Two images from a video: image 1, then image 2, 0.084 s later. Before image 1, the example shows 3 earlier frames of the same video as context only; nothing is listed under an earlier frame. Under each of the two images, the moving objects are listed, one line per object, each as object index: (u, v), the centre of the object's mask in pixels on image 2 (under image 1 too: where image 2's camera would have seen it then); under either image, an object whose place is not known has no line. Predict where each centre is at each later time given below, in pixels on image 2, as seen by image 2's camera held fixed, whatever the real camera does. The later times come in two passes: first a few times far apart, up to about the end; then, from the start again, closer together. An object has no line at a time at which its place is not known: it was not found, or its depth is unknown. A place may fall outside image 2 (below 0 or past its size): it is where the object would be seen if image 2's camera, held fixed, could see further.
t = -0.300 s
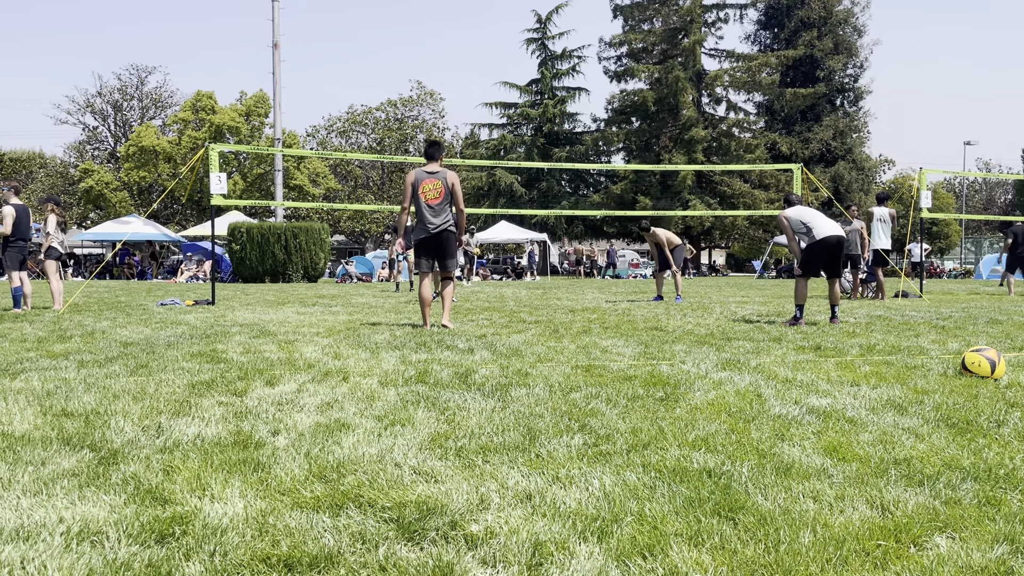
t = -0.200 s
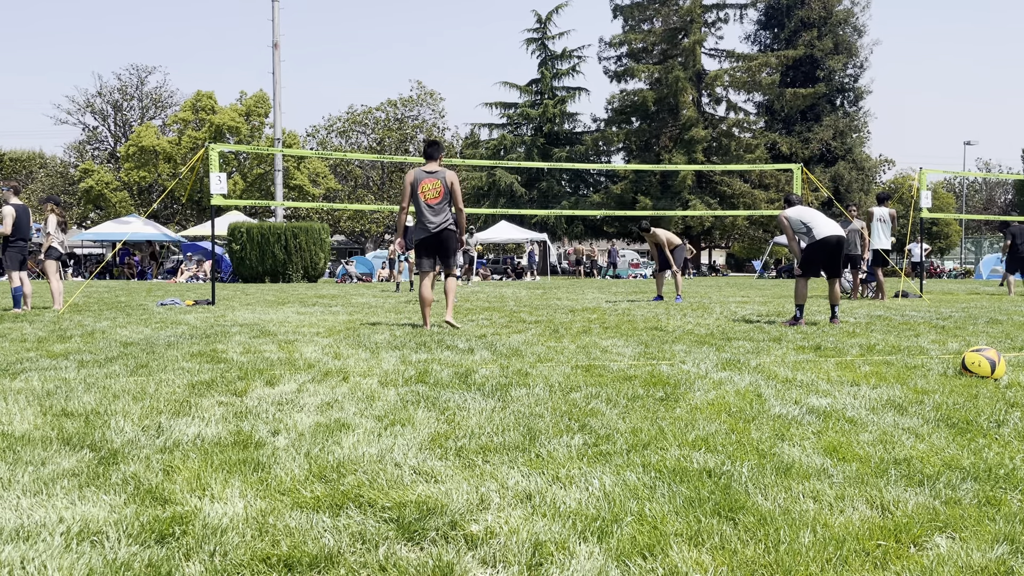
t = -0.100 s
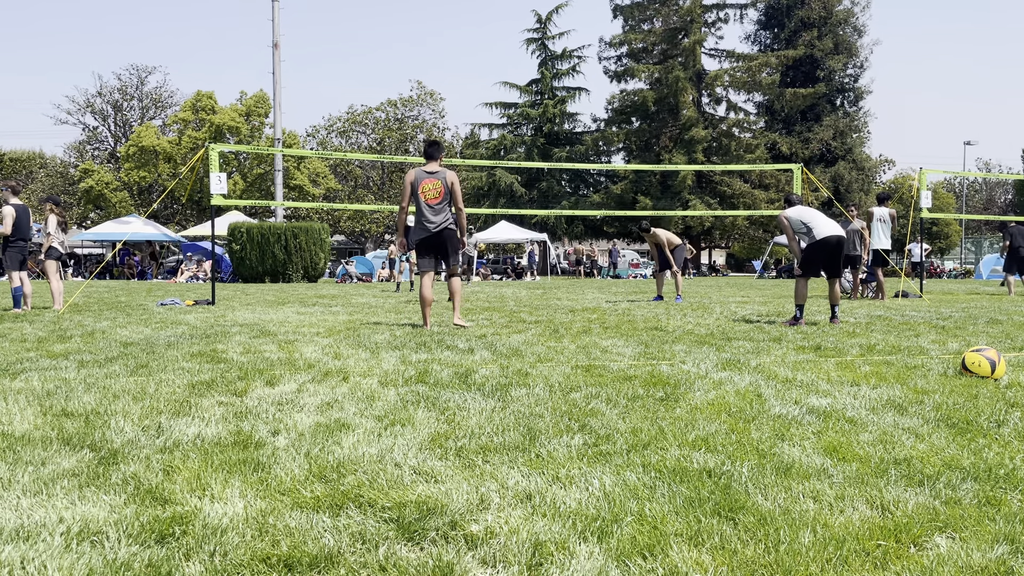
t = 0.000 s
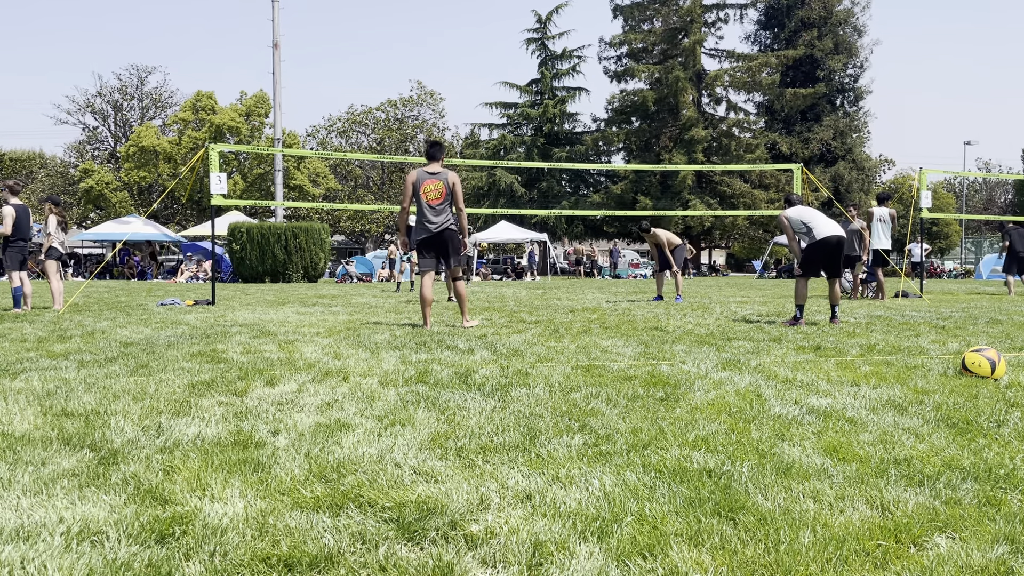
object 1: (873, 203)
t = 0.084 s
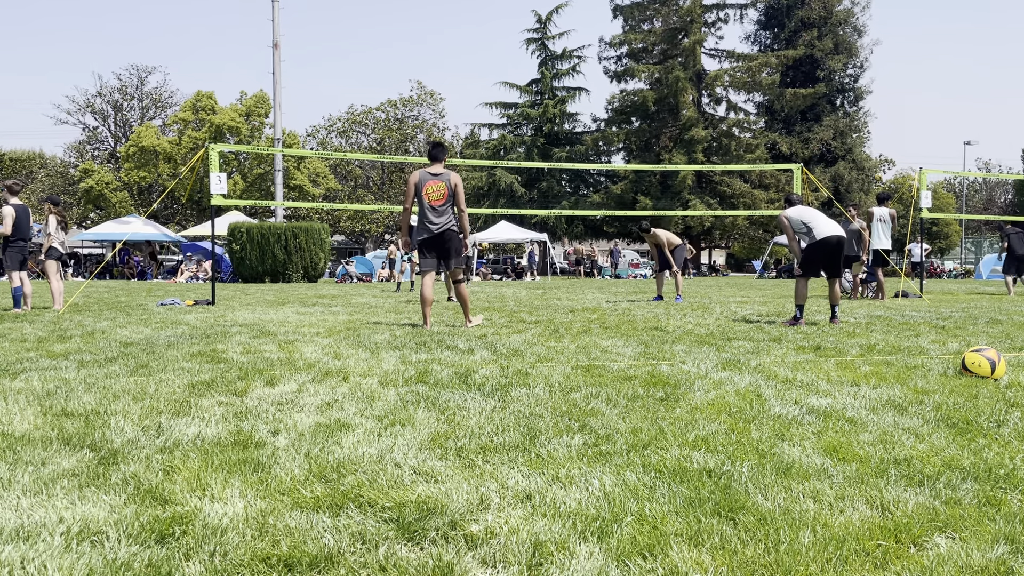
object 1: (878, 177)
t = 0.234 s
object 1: (889, 135)
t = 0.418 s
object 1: (901, 95)
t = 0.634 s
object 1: (914, 66)
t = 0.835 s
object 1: (926, 55)
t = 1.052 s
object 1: (939, 61)
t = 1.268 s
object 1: (952, 86)
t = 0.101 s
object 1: (879, 172)
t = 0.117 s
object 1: (881, 166)
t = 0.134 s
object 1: (883, 162)
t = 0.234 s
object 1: (889, 135)
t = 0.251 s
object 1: (890, 131)
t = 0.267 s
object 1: (891, 127)
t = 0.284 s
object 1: (892, 123)
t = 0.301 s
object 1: (893, 119)
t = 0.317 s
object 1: (894, 115)
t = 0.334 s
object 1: (896, 112)
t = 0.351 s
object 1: (897, 108)
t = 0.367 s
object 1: (898, 105)
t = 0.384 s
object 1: (899, 102)
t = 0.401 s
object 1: (900, 98)
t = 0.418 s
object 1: (901, 95)
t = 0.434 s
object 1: (902, 93)
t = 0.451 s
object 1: (903, 90)
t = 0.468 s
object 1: (904, 87)
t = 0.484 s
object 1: (905, 84)
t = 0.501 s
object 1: (906, 82)
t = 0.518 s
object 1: (907, 79)
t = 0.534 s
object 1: (908, 77)
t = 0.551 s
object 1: (909, 75)
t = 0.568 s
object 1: (910, 73)
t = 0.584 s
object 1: (911, 72)
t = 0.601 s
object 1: (912, 70)
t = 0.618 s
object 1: (913, 68)
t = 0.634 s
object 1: (914, 66)
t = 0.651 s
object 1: (916, 64)
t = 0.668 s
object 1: (917, 63)
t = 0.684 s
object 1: (917, 62)
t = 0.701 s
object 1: (918, 61)
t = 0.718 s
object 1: (920, 60)
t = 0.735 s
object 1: (920, 59)
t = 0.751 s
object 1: (921, 58)
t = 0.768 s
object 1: (922, 57)
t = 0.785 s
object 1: (923, 57)
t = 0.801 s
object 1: (924, 56)
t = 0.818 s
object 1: (925, 56)
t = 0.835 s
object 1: (926, 55)
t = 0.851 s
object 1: (927, 55)
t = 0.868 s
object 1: (928, 55)
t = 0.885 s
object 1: (929, 55)
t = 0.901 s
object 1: (930, 55)
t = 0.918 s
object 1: (931, 56)
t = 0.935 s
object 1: (932, 56)
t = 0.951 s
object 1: (933, 56)
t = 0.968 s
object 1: (934, 57)
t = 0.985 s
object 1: (936, 57)
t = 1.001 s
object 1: (936, 58)
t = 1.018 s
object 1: (937, 59)
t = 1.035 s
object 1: (938, 60)
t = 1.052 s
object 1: (939, 61)
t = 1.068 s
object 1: (940, 63)
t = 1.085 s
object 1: (941, 64)
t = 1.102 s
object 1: (942, 65)
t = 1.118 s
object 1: (943, 67)
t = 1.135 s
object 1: (944, 69)
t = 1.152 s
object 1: (945, 70)
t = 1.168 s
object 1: (946, 72)
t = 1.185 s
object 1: (947, 74)
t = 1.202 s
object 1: (948, 77)
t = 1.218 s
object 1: (949, 79)
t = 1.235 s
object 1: (950, 81)
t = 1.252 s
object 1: (951, 83)
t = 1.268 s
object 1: (952, 86)
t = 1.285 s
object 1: (953, 88)
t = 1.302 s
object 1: (954, 91)
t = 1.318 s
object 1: (955, 94)
